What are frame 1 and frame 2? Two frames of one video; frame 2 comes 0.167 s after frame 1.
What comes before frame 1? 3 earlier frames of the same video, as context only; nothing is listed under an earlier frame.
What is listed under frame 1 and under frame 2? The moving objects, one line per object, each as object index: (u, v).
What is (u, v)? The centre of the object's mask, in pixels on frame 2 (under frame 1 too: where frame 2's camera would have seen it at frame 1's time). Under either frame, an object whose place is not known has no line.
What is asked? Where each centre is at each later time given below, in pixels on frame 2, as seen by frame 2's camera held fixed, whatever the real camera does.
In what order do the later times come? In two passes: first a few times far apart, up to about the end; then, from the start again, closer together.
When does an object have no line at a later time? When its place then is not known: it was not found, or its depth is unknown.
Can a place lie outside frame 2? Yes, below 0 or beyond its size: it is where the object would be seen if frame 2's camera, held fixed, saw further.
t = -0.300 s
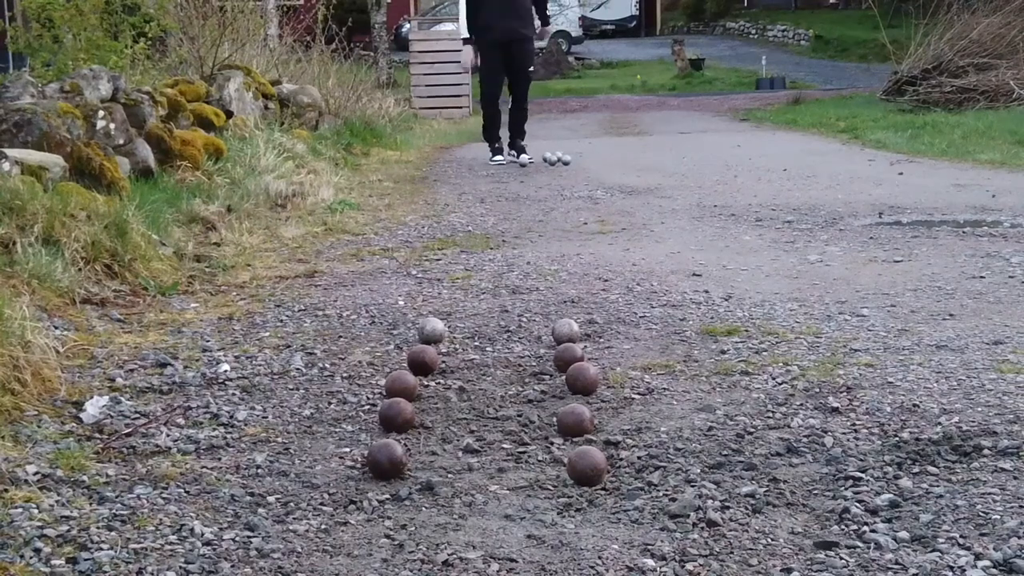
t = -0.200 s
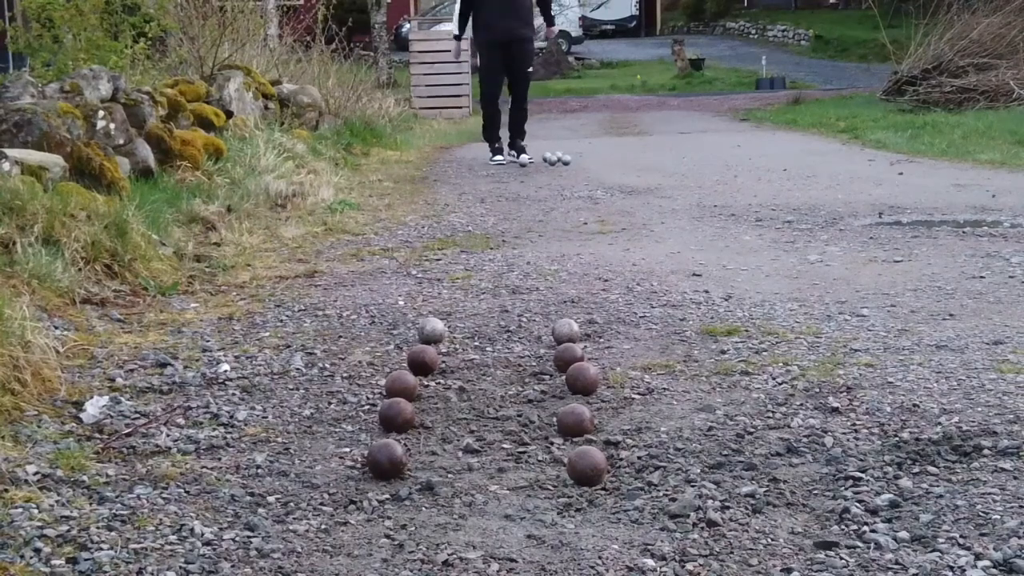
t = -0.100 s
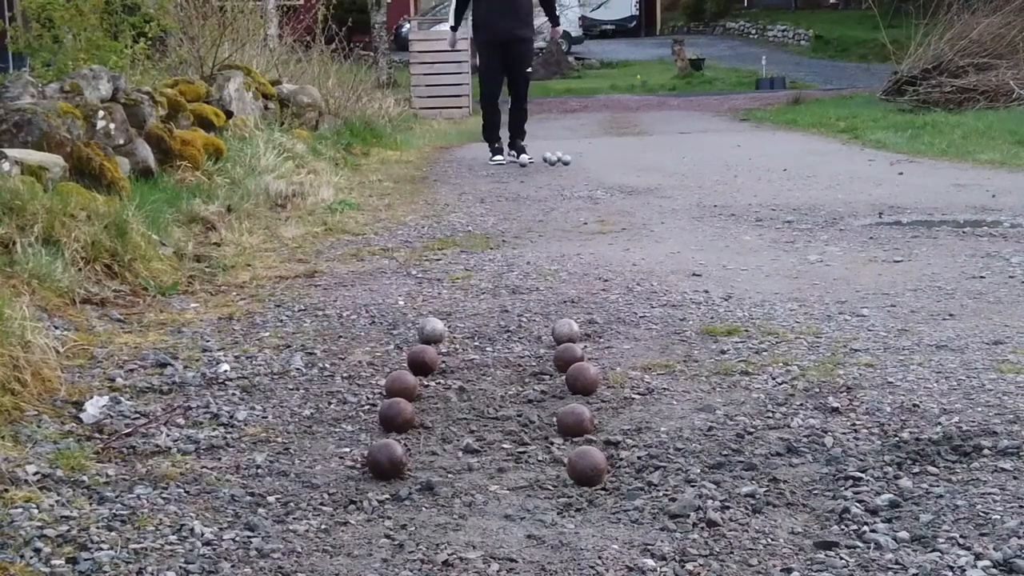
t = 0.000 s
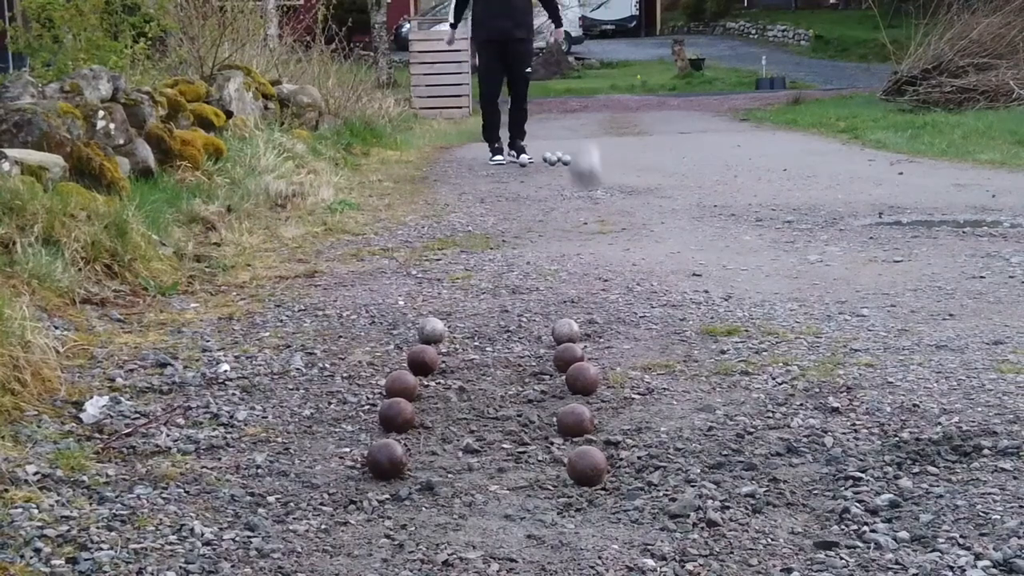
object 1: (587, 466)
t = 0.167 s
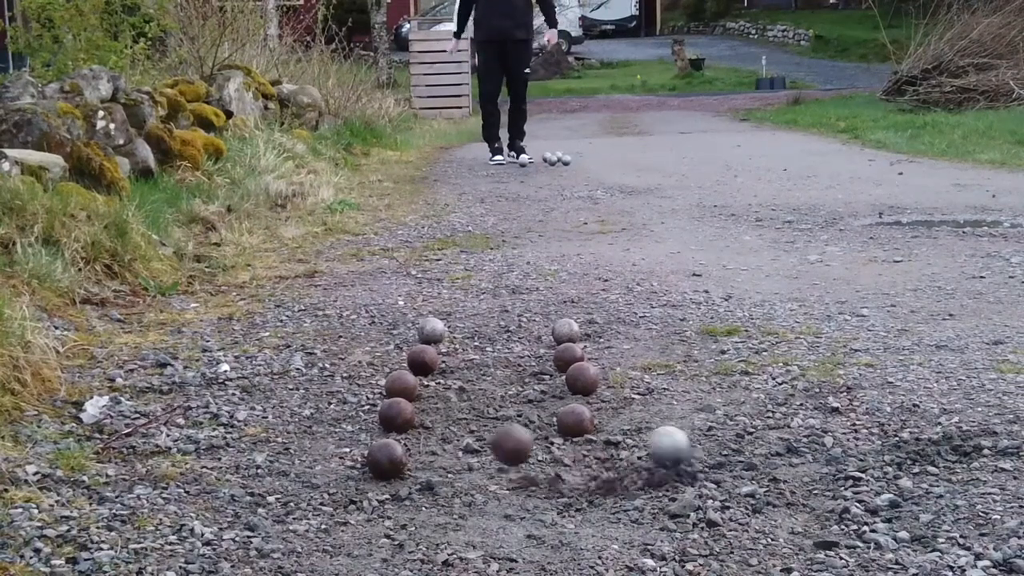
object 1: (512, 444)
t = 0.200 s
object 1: (484, 444)
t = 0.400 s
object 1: (331, 507)
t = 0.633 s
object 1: (212, 537)
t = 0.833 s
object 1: (154, 553)
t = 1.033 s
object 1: (122, 559)
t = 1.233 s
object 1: (101, 563)
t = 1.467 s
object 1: (107, 563)
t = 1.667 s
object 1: (104, 564)
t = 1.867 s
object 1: (105, 564)
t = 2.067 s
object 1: (105, 564)
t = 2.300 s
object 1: (104, 564)
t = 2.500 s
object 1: (104, 564)
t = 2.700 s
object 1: (105, 564)
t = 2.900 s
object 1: (105, 564)
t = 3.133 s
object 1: (105, 564)
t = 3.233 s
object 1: (105, 564)
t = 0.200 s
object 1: (484, 444)
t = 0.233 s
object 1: (455, 453)
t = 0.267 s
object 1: (427, 465)
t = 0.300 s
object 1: (398, 482)
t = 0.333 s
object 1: (370, 503)
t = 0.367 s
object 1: (351, 503)
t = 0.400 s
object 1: (331, 507)
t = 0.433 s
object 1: (314, 508)
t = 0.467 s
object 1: (296, 517)
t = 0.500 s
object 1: (278, 519)
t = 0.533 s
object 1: (260, 524)
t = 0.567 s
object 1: (244, 530)
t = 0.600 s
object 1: (228, 535)
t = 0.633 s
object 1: (212, 537)
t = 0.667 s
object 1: (199, 536)
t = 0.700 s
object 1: (187, 541)
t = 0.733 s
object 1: (177, 545)
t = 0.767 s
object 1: (167, 544)
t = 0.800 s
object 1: (161, 548)
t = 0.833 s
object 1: (154, 553)
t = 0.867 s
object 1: (147, 554)
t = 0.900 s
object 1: (141, 555)
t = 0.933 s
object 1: (137, 556)
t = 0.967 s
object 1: (132, 557)
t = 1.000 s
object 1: (127, 558)
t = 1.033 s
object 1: (122, 559)
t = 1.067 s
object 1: (118, 559)
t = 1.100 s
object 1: (115, 561)
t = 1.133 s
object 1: (112, 562)
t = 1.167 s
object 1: (108, 562)
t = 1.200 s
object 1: (103, 563)
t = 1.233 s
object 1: (101, 563)
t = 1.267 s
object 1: (99, 564)
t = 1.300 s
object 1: (99, 564)
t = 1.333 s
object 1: (99, 564)
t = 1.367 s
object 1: (100, 564)
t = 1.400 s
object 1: (103, 563)
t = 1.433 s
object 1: (107, 563)
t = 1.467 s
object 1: (107, 563)
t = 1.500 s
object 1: (107, 563)
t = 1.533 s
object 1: (106, 563)
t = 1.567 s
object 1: (105, 563)
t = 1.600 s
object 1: (104, 564)
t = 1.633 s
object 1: (104, 564)
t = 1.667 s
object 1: (104, 564)
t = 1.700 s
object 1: (105, 564)
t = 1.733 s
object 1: (105, 564)
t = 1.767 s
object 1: (105, 564)
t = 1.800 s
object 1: (105, 564)
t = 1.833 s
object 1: (105, 564)
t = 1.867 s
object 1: (105, 564)
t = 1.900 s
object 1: (105, 564)
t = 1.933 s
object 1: (105, 564)
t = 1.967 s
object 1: (105, 564)
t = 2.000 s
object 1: (104, 564)
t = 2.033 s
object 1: (105, 564)
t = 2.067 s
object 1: (105, 564)
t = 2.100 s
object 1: (105, 564)
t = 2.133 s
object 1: (104, 564)
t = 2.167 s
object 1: (104, 564)
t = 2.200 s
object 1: (104, 564)
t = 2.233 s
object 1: (104, 564)
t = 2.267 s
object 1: (104, 564)
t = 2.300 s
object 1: (104, 564)
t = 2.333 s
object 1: (104, 564)
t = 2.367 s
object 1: (104, 564)
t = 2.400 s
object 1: (104, 564)
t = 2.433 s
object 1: (104, 564)
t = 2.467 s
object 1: (104, 564)
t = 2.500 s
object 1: (104, 564)
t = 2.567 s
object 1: (104, 564)
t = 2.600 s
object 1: (104, 564)
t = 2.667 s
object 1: (105, 564)
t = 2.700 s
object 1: (105, 564)
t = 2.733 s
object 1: (105, 564)
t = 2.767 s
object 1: (105, 564)
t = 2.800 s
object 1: (105, 564)
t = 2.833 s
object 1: (104, 564)
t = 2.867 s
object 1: (105, 564)
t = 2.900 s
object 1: (105, 564)
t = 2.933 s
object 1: (105, 564)
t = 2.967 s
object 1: (104, 564)
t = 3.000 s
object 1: (105, 564)
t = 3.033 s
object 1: (105, 564)
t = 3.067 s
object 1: (104, 564)
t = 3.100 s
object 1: (104, 564)
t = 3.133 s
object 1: (105, 564)
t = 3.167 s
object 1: (105, 564)
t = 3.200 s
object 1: (105, 564)
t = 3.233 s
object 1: (105, 564)
